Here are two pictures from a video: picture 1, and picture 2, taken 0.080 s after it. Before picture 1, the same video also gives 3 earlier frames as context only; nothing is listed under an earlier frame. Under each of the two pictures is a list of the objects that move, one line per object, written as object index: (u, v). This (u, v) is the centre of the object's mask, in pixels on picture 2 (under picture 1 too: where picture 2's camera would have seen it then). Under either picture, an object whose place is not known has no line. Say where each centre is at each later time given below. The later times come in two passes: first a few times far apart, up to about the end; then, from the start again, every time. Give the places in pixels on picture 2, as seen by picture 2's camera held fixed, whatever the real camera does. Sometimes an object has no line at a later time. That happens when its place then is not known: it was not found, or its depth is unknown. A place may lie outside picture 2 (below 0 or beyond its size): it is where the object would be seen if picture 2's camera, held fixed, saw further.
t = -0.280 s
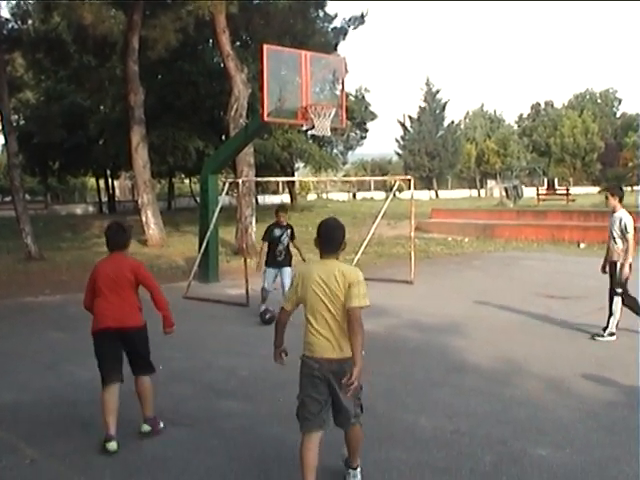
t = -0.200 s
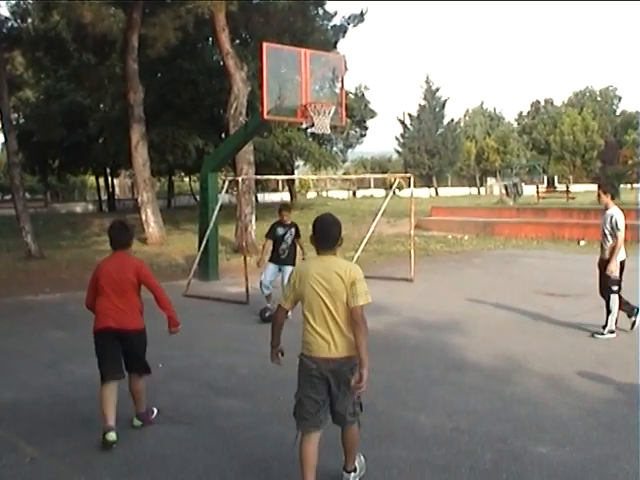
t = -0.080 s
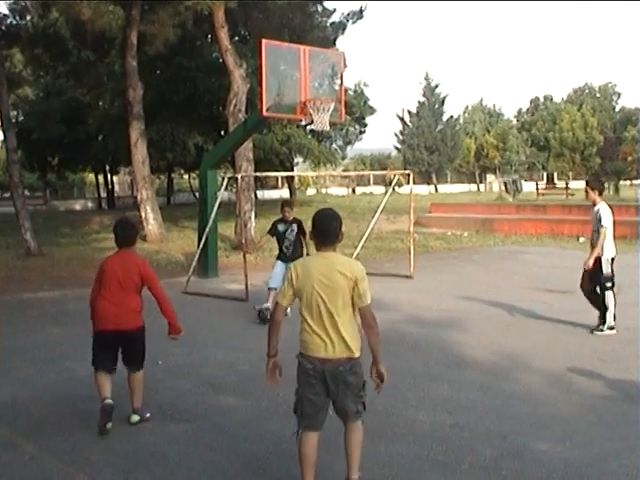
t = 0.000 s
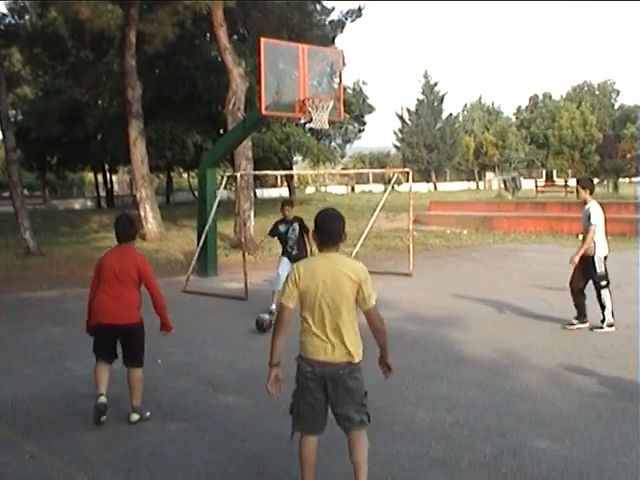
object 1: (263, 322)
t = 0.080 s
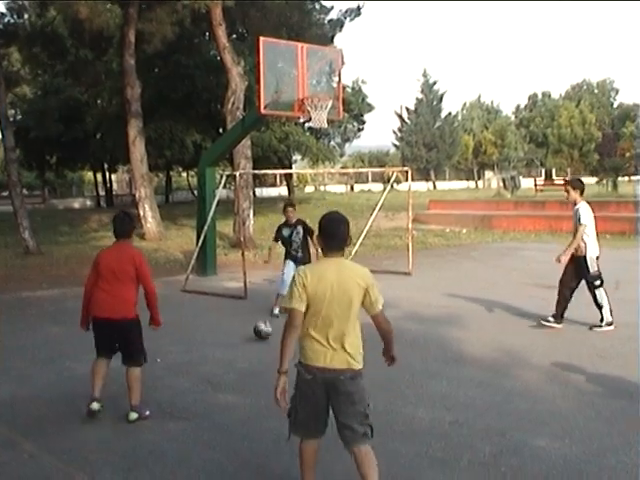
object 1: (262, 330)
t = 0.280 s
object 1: (262, 354)
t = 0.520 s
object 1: (259, 384)
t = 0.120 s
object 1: (262, 334)
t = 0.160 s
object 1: (262, 341)
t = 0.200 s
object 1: (262, 344)
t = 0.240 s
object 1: (262, 348)
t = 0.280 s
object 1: (262, 354)
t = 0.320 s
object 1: (262, 357)
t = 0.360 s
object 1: (261, 360)
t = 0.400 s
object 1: (261, 365)
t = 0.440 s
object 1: (261, 373)
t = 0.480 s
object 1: (262, 381)
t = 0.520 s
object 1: (259, 384)
